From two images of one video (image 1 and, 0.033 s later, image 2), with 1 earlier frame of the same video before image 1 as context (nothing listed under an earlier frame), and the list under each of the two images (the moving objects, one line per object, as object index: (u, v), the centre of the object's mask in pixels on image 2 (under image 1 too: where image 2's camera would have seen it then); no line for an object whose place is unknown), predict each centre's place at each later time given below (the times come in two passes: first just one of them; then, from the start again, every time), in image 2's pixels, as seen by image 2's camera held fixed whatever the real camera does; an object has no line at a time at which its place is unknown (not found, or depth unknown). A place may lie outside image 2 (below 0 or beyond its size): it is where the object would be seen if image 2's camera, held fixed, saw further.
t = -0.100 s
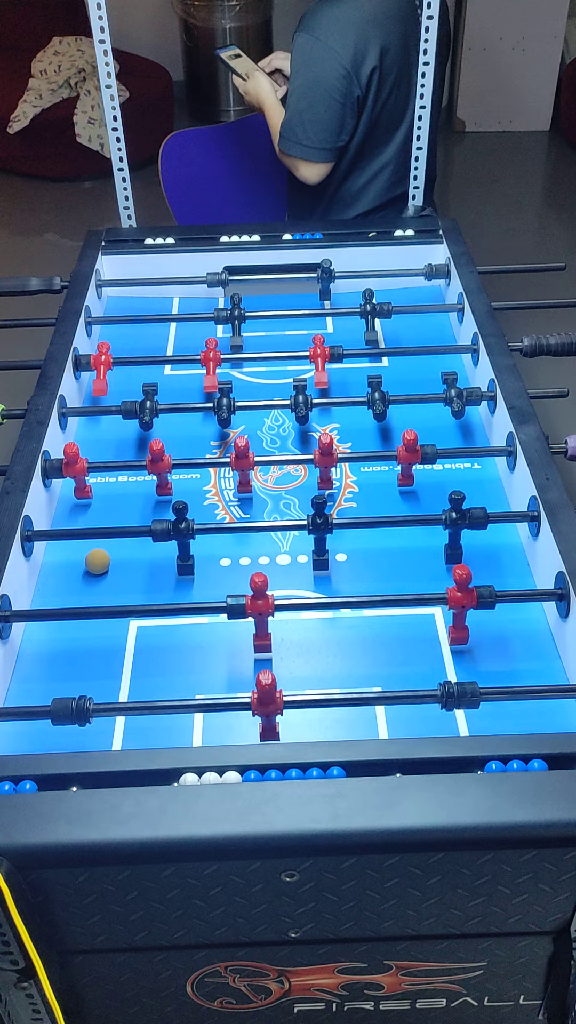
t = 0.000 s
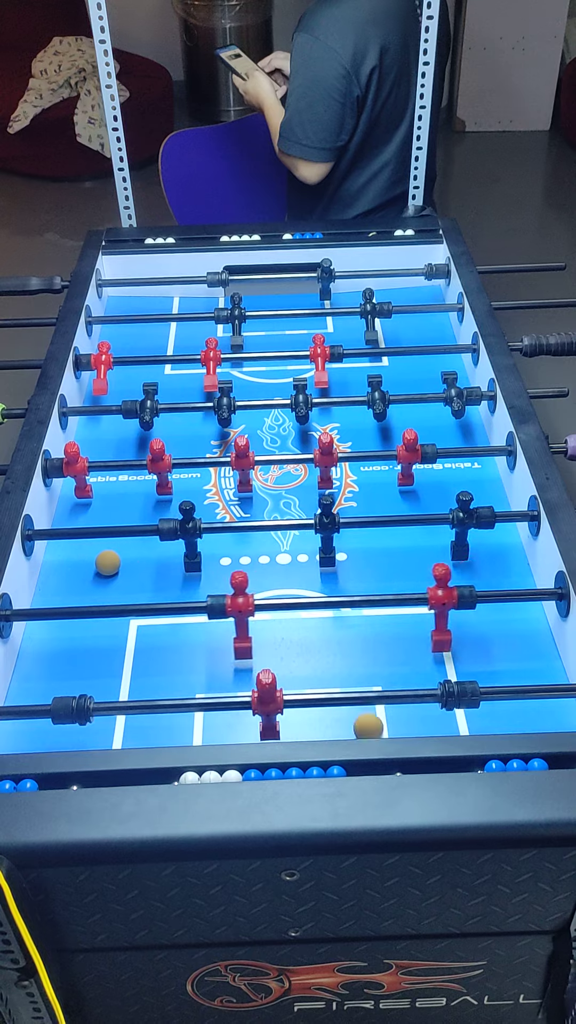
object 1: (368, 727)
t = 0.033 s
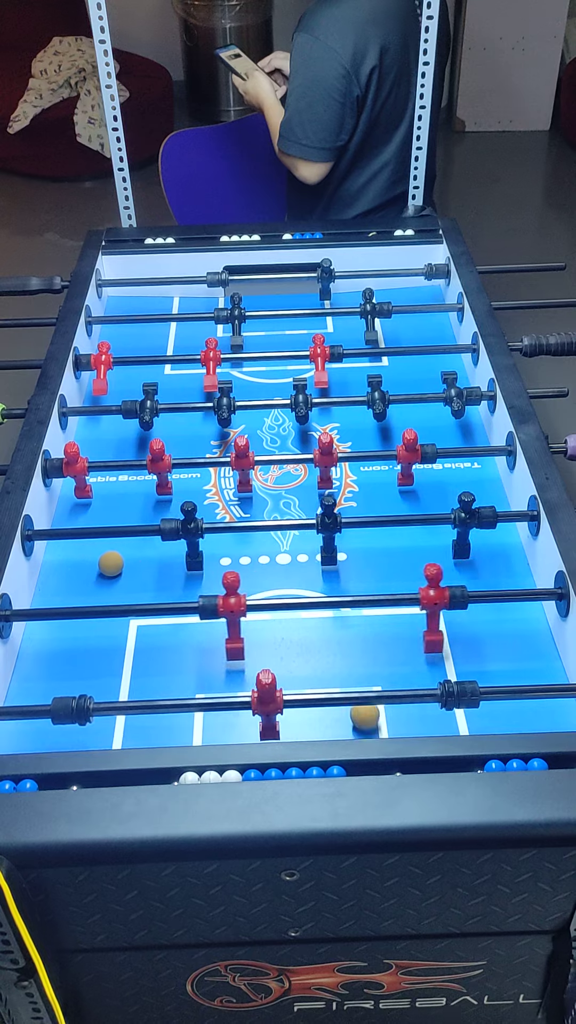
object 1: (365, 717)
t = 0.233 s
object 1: (357, 663)
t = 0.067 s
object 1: (363, 712)
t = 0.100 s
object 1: (360, 685)
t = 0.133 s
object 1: (359, 681)
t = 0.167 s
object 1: (358, 677)
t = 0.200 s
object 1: (357, 670)
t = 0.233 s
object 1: (357, 663)
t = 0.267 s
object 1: (356, 656)
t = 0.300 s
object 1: (355, 650)
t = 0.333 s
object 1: (354, 644)
